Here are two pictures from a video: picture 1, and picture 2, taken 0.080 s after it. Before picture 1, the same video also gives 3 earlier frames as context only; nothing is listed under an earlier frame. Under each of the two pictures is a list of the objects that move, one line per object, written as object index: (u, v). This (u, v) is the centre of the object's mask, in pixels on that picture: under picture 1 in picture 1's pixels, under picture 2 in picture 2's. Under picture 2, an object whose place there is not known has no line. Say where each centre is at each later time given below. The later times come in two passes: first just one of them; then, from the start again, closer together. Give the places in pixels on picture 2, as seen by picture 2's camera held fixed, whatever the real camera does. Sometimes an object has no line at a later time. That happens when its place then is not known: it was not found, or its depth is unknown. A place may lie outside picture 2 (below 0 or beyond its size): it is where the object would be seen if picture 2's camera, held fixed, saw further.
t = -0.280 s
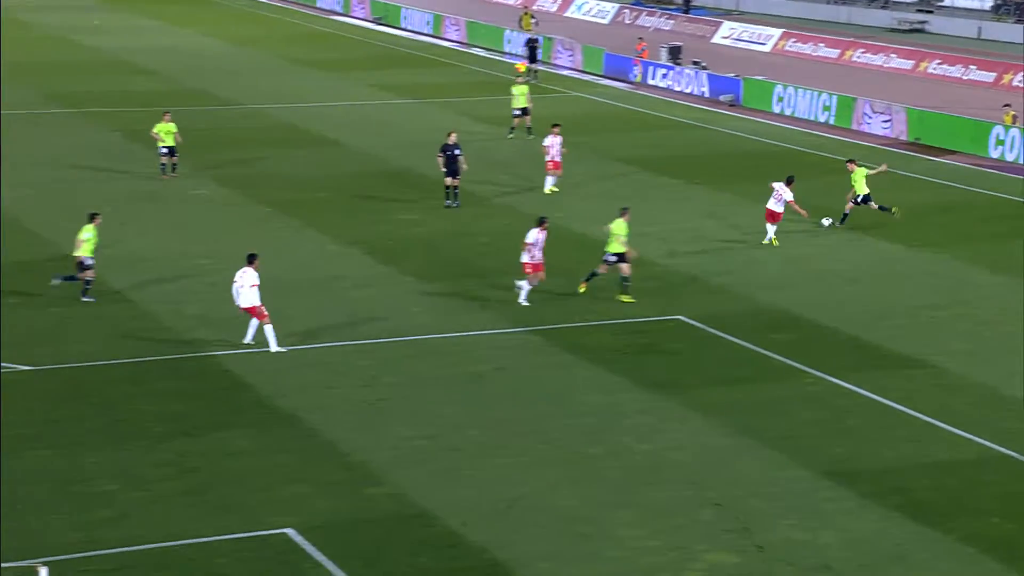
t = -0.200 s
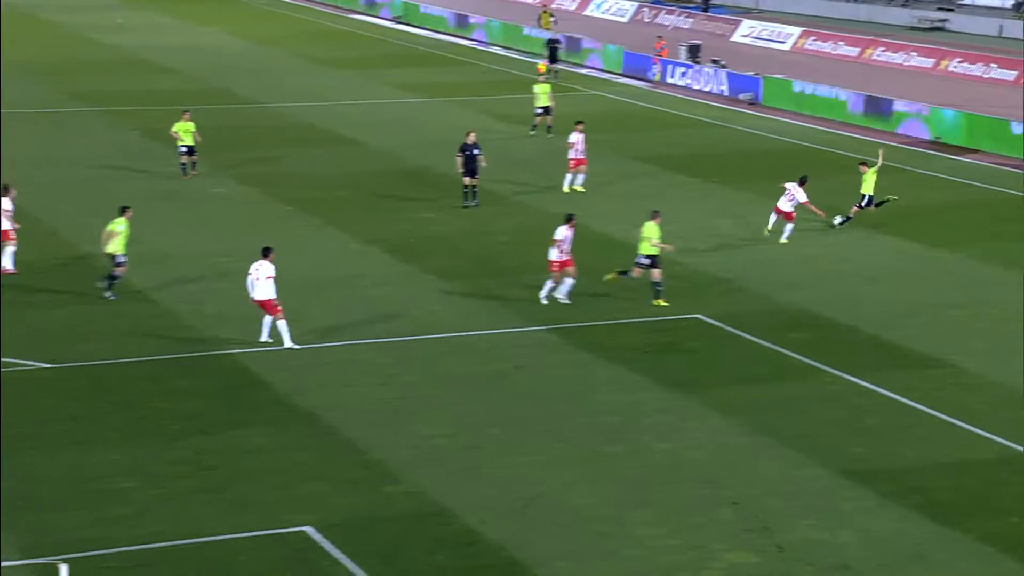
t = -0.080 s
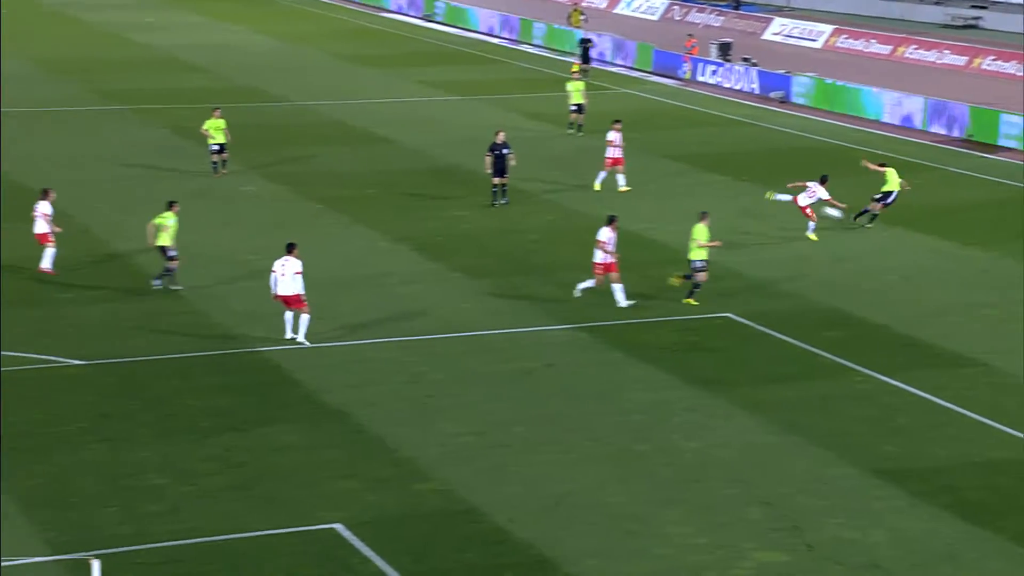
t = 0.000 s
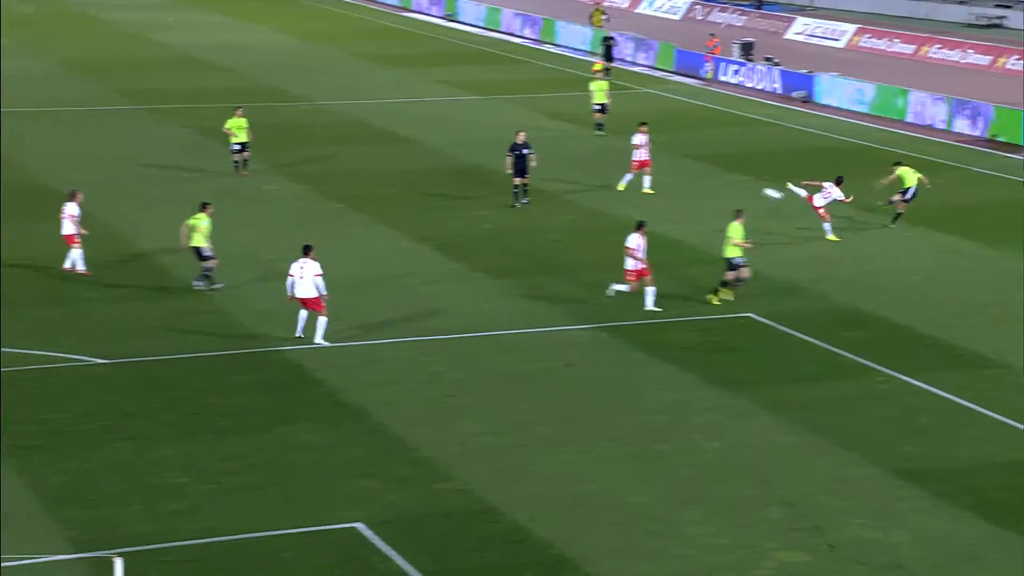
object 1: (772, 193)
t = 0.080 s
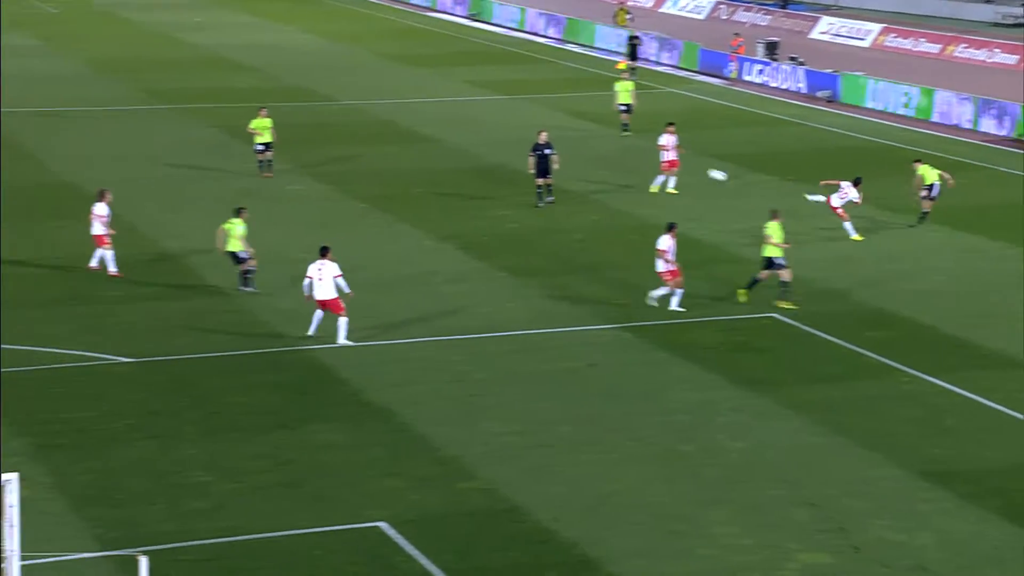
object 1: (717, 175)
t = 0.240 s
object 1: (567, 138)
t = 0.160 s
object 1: (641, 157)
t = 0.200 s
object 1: (605, 147)
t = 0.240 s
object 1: (567, 138)
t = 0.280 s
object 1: (529, 130)
